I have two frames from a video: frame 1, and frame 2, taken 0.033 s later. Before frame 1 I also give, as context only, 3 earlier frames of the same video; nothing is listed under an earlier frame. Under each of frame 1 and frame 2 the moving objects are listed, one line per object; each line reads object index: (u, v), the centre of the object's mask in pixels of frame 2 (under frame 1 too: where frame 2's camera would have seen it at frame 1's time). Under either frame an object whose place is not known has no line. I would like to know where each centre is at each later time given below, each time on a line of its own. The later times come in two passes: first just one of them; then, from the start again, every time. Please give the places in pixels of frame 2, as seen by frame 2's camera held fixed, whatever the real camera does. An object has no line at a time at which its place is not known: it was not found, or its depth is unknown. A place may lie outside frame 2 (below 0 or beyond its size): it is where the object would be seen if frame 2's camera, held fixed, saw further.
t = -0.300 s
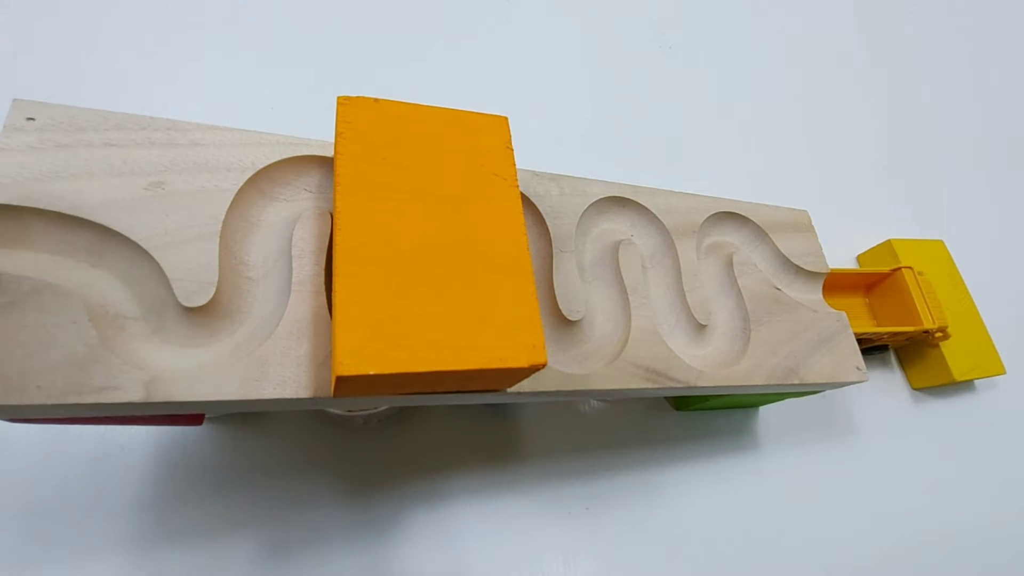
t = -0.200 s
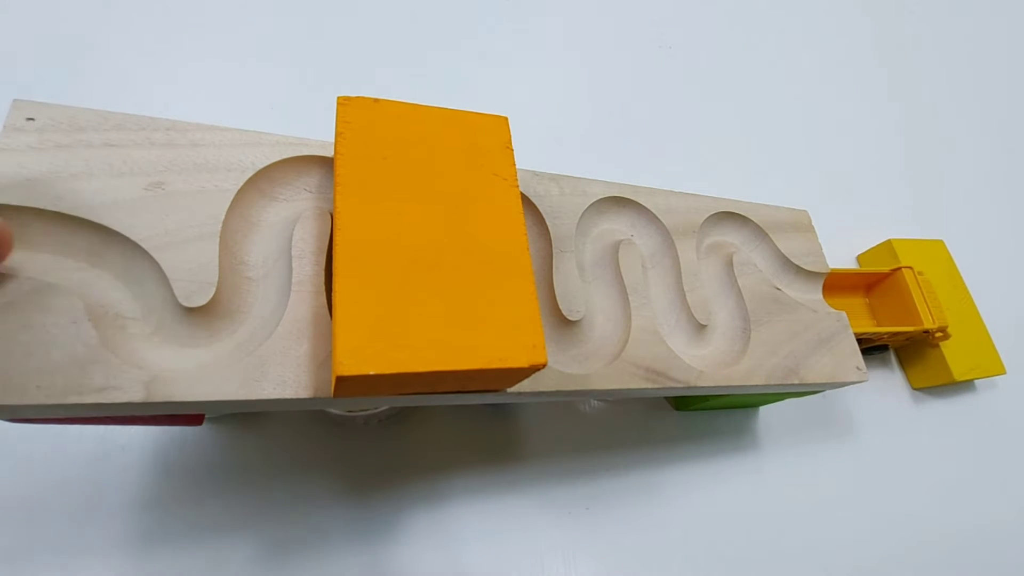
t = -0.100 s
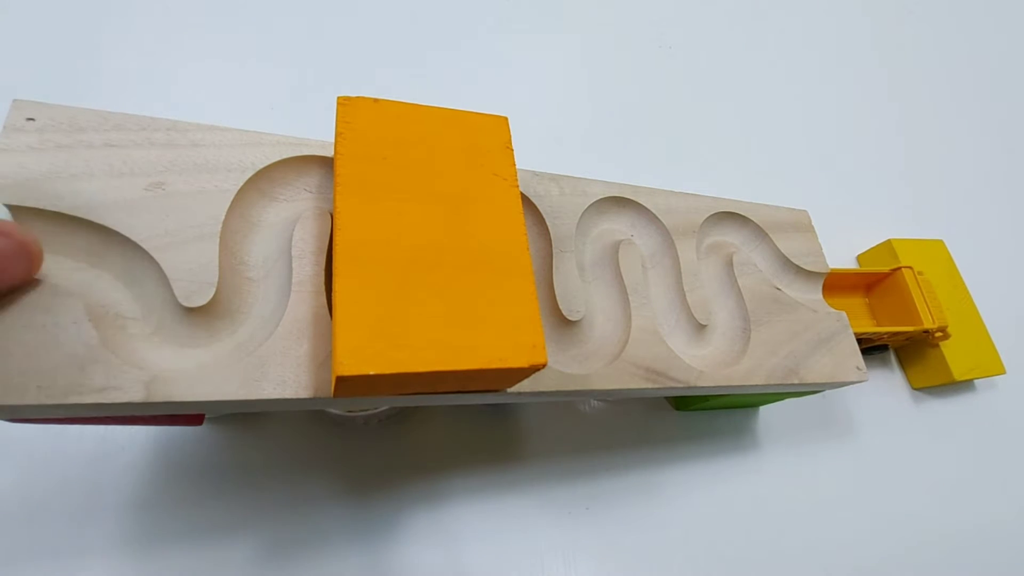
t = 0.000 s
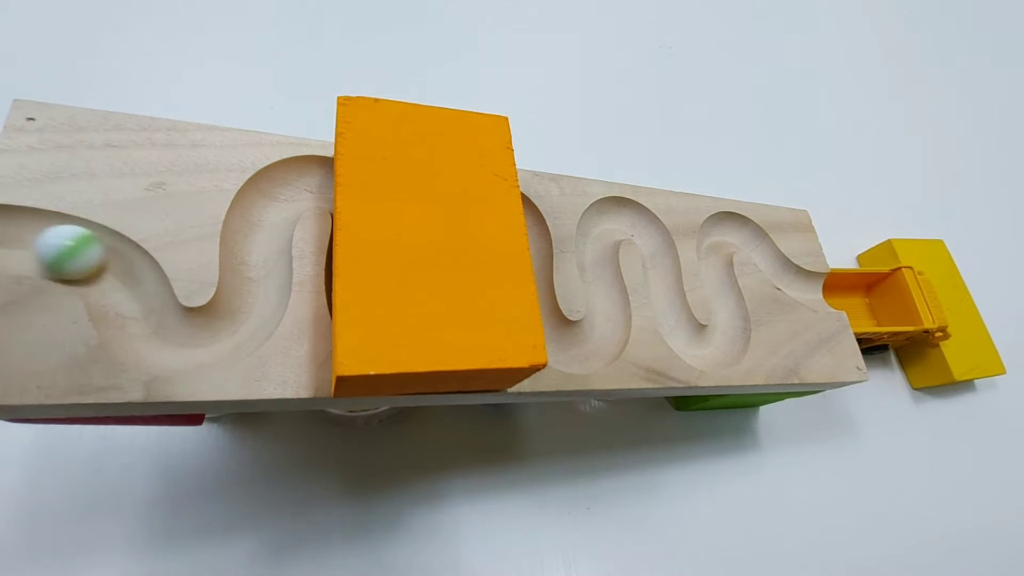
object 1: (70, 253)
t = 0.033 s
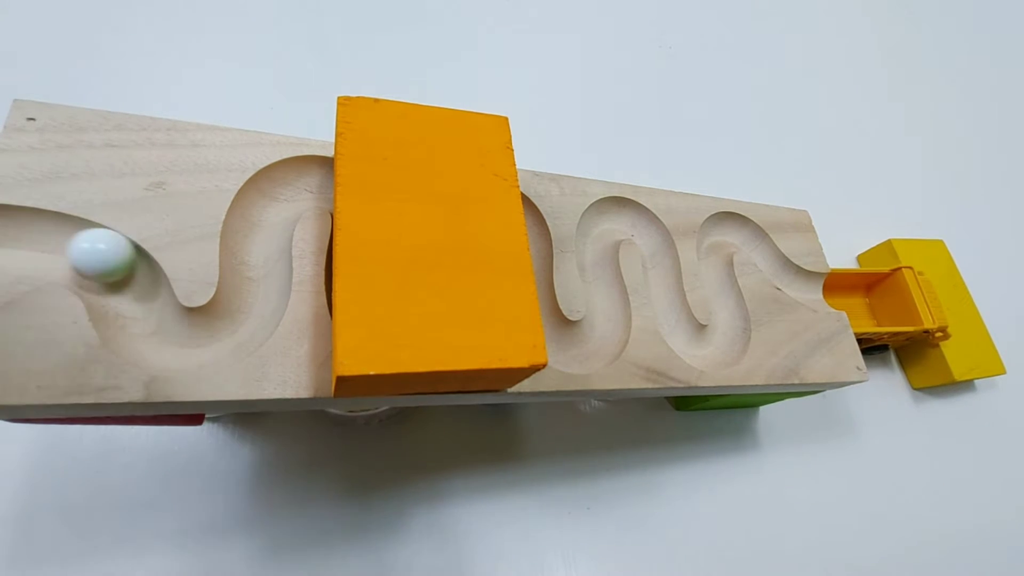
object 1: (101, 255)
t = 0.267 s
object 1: (268, 193)
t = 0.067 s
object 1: (133, 302)
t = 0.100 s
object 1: (142, 331)
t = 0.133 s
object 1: (202, 344)
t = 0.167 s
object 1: (240, 328)
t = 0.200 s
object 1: (262, 271)
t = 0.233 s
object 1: (259, 241)
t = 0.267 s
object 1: (268, 193)
